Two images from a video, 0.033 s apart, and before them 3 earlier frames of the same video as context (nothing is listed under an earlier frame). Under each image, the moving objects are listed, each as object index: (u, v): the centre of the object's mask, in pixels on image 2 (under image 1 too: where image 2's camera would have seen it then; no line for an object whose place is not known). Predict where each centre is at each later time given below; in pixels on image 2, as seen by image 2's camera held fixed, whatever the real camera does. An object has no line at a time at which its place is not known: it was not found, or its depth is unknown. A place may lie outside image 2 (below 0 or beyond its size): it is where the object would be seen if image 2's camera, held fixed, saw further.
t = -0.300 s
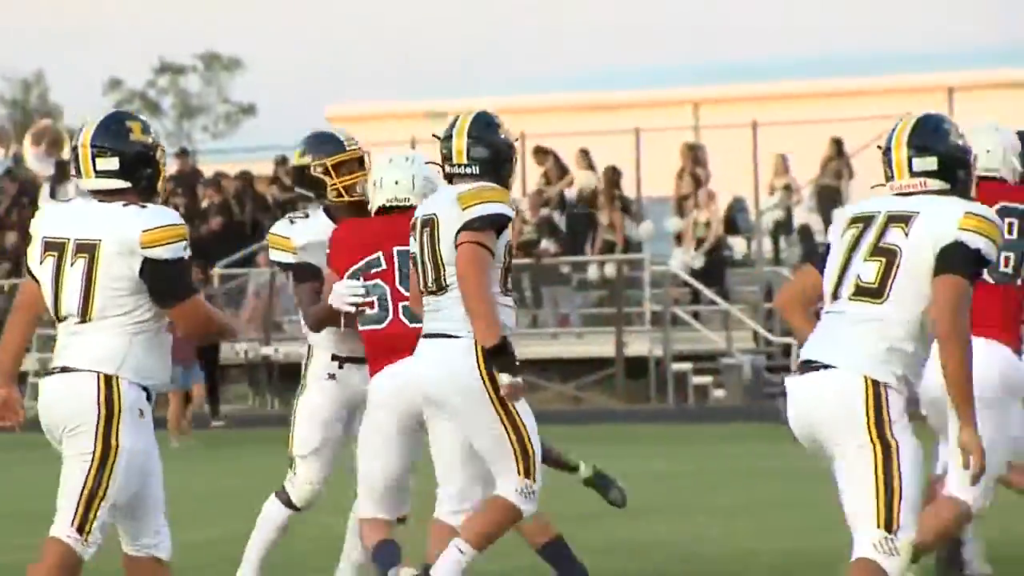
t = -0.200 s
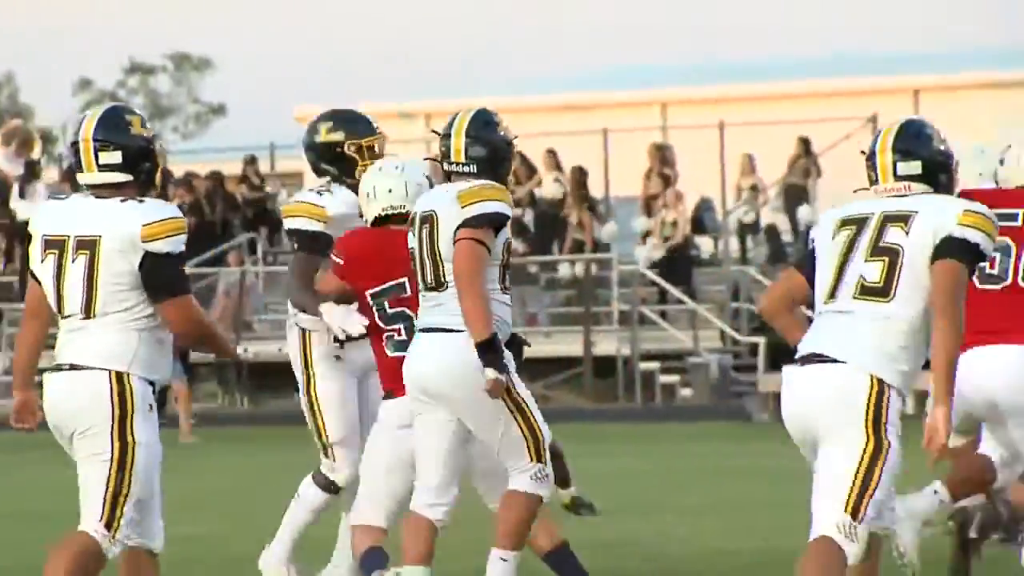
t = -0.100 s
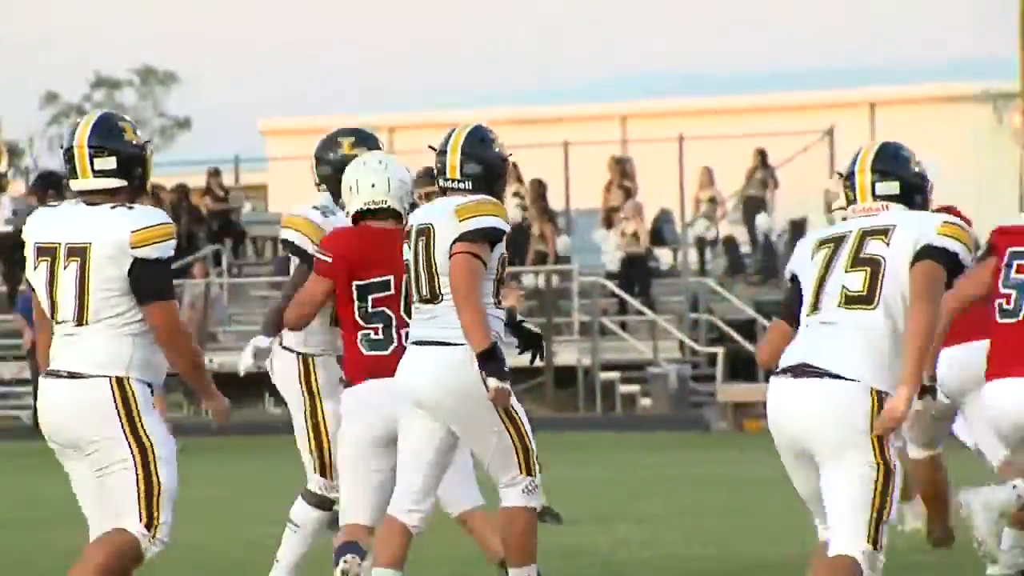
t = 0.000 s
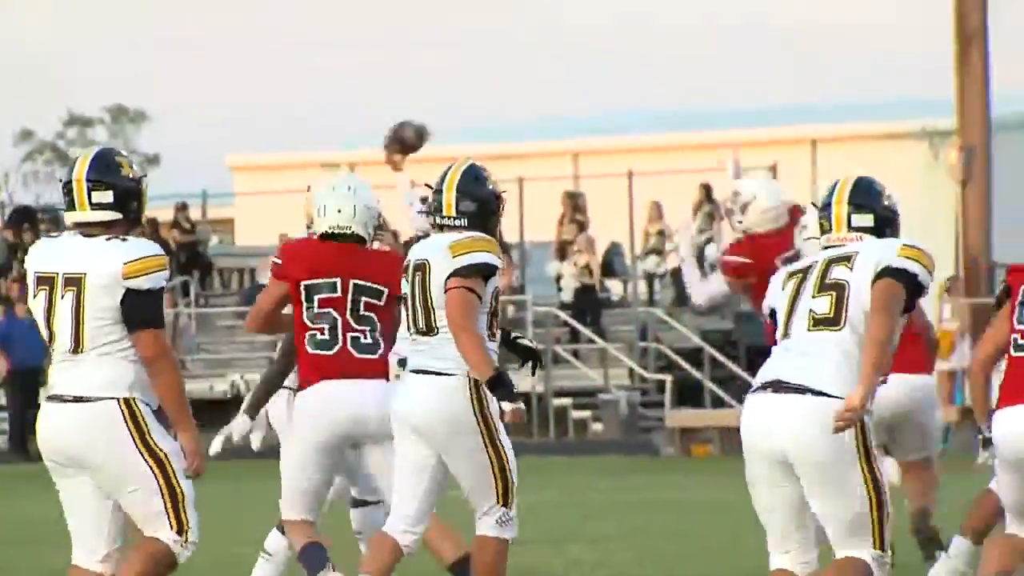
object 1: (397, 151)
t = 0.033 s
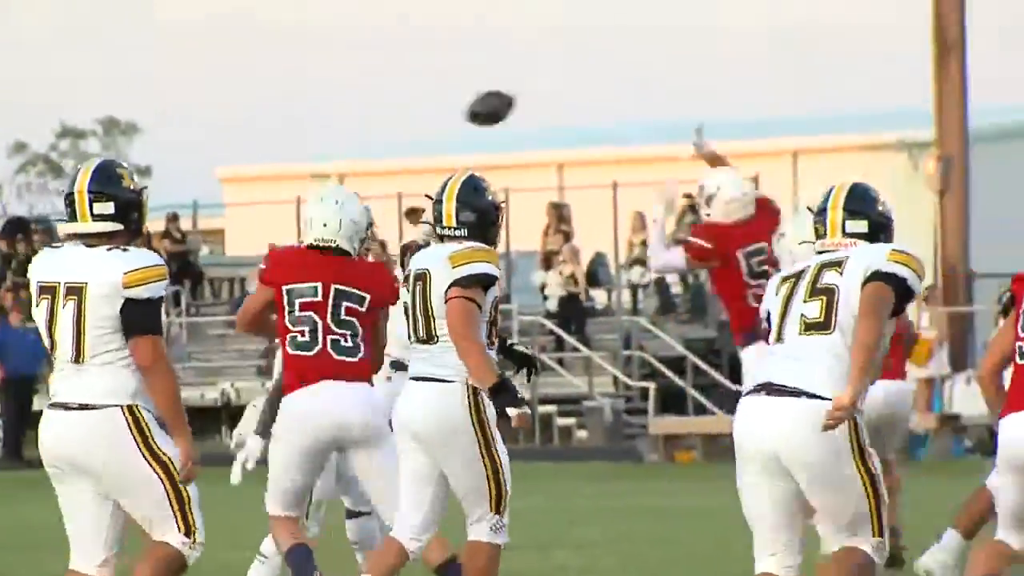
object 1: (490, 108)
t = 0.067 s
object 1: (592, 66)
